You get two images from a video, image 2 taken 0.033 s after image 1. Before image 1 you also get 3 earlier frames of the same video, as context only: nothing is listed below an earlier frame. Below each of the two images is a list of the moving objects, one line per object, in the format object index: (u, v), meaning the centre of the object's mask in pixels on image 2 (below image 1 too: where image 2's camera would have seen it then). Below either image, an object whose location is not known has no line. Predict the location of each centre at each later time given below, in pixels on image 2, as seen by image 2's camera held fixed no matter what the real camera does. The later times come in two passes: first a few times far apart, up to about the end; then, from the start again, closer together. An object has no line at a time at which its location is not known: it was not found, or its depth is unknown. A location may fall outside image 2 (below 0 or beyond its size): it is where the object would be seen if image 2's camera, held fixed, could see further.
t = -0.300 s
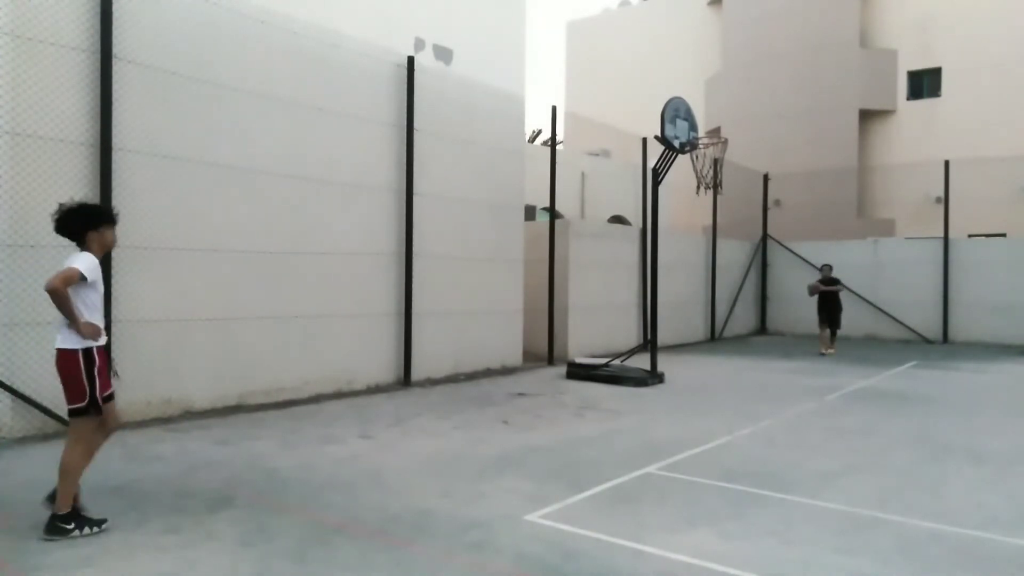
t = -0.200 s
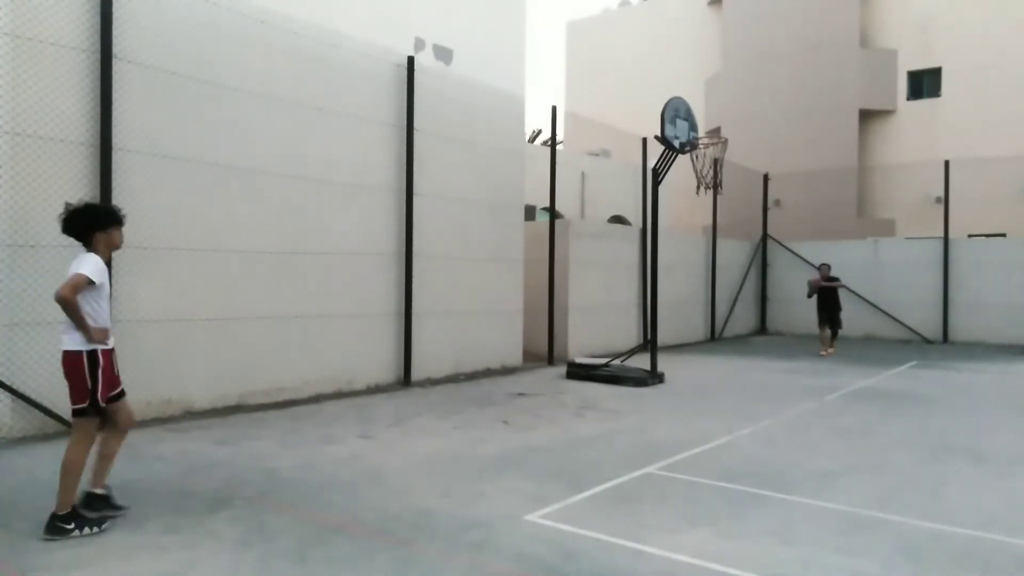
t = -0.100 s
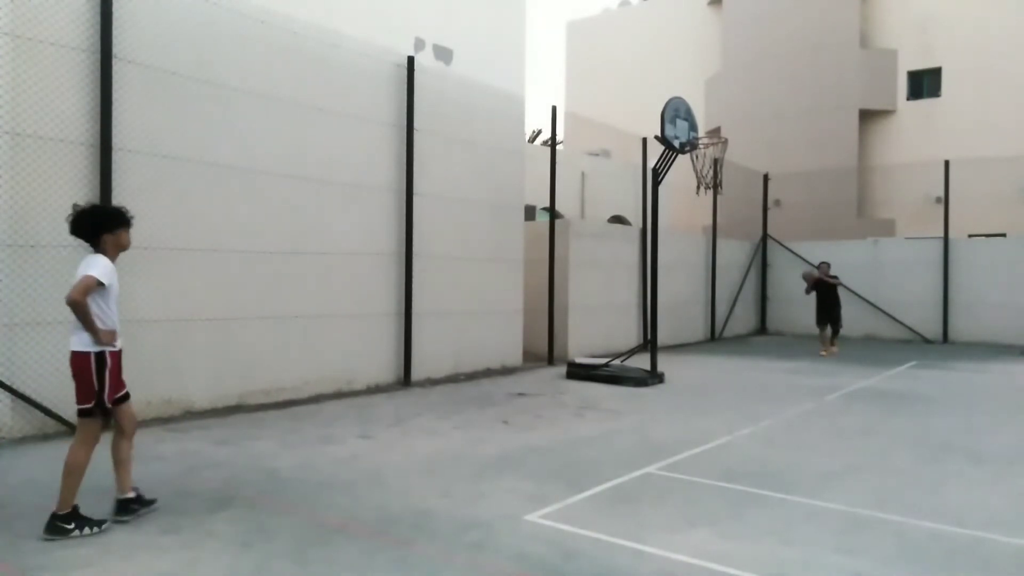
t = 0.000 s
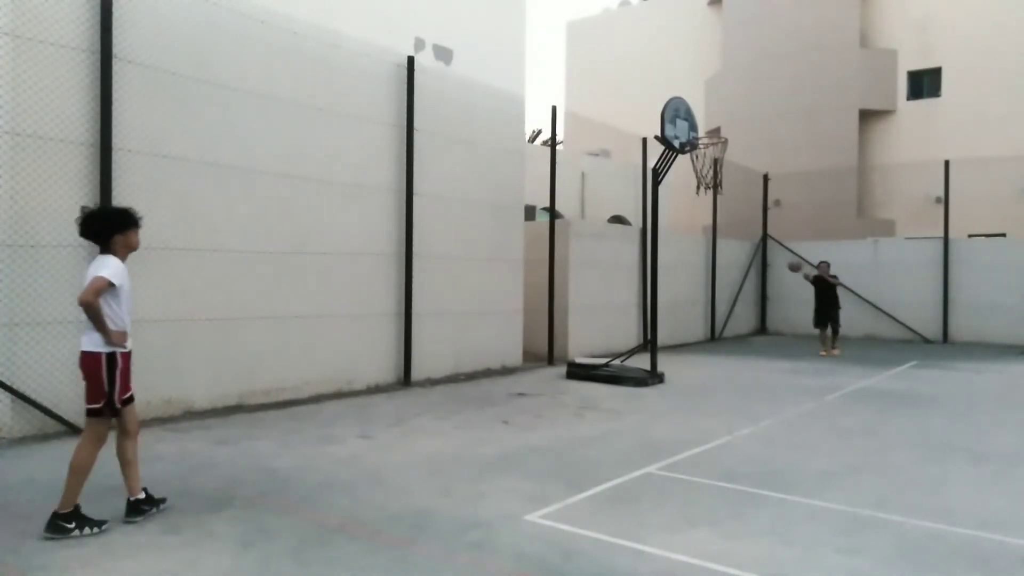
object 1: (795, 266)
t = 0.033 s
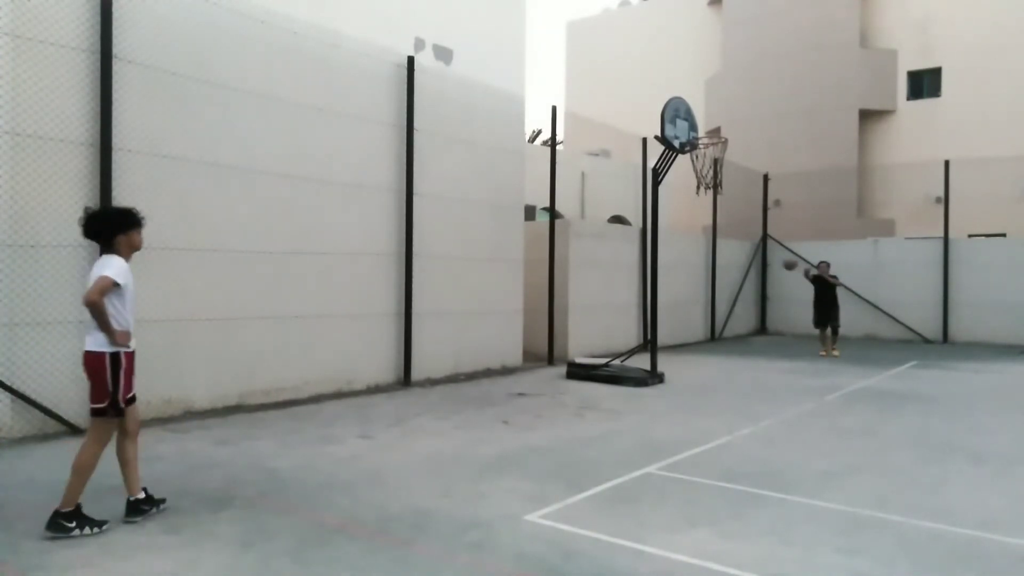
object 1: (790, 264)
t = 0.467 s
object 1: (704, 306)
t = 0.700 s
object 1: (643, 377)
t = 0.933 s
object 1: (601, 312)
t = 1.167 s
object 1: (555, 289)
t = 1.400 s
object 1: (498, 321)
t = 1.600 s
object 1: (441, 407)
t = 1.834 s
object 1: (366, 357)
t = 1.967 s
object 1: (316, 336)
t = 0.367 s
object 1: (727, 282)
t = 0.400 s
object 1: (720, 289)
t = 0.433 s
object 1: (712, 297)
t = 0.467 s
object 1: (704, 306)
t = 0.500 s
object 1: (696, 315)
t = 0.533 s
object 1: (687, 326)
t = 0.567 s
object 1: (677, 338)
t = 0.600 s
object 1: (669, 352)
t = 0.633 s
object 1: (660, 366)
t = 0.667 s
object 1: (648, 384)
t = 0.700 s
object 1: (643, 377)
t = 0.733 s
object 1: (638, 364)
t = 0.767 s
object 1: (631, 354)
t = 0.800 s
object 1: (625, 345)
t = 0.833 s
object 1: (619, 334)
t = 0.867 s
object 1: (614, 326)
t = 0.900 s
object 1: (608, 318)
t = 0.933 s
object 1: (601, 312)
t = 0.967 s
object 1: (595, 306)
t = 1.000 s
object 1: (589, 301)
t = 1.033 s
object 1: (582, 296)
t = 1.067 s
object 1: (575, 293)
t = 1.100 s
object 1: (568, 291)
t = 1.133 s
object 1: (561, 290)
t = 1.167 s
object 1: (555, 289)
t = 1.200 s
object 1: (548, 290)
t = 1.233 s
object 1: (540, 292)
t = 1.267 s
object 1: (531, 297)
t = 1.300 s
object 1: (523, 301)
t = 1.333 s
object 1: (515, 306)
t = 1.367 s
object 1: (507, 313)
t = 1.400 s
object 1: (498, 321)
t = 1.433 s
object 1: (489, 332)
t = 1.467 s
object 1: (480, 343)
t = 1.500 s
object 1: (471, 356)
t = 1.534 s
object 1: (461, 371)
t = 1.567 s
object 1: (452, 389)
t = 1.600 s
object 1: (441, 407)
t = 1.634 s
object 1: (431, 424)
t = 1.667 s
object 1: (421, 412)
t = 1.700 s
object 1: (410, 400)
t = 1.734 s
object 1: (400, 388)
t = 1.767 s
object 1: (390, 377)
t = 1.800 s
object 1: (377, 366)
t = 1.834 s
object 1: (366, 357)
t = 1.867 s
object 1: (355, 350)
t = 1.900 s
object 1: (342, 344)
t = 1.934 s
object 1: (330, 339)
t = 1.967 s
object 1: (316, 336)
